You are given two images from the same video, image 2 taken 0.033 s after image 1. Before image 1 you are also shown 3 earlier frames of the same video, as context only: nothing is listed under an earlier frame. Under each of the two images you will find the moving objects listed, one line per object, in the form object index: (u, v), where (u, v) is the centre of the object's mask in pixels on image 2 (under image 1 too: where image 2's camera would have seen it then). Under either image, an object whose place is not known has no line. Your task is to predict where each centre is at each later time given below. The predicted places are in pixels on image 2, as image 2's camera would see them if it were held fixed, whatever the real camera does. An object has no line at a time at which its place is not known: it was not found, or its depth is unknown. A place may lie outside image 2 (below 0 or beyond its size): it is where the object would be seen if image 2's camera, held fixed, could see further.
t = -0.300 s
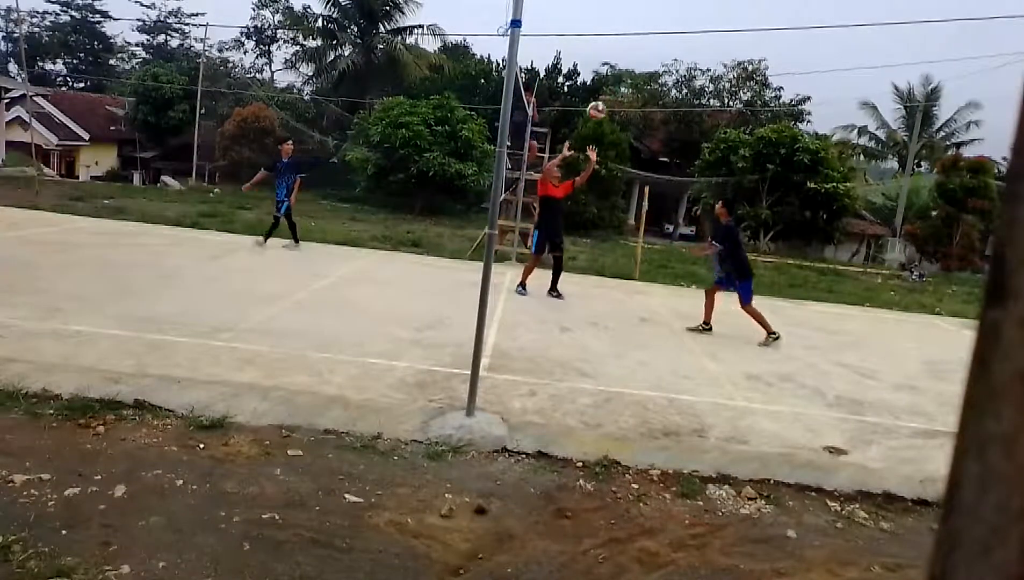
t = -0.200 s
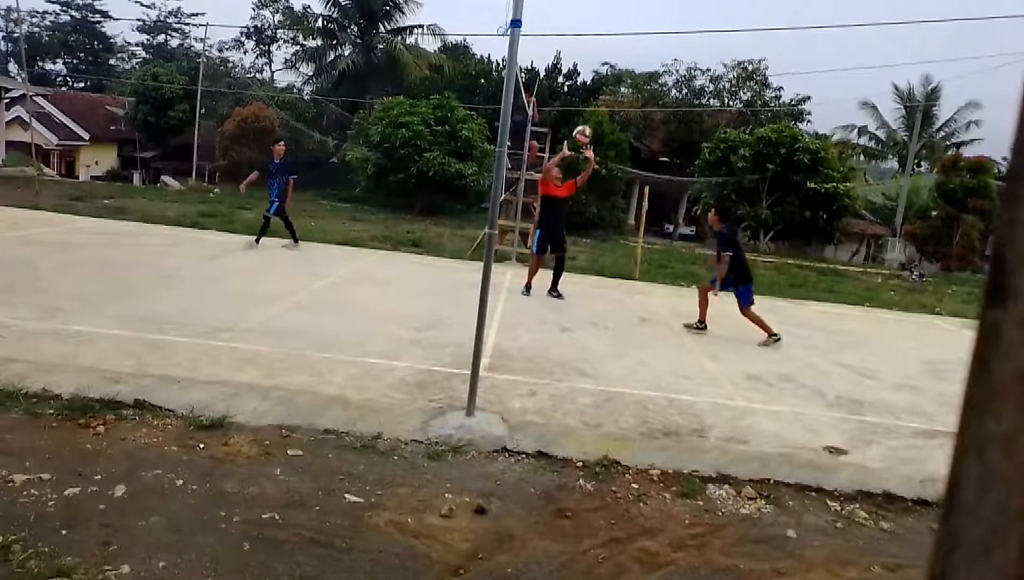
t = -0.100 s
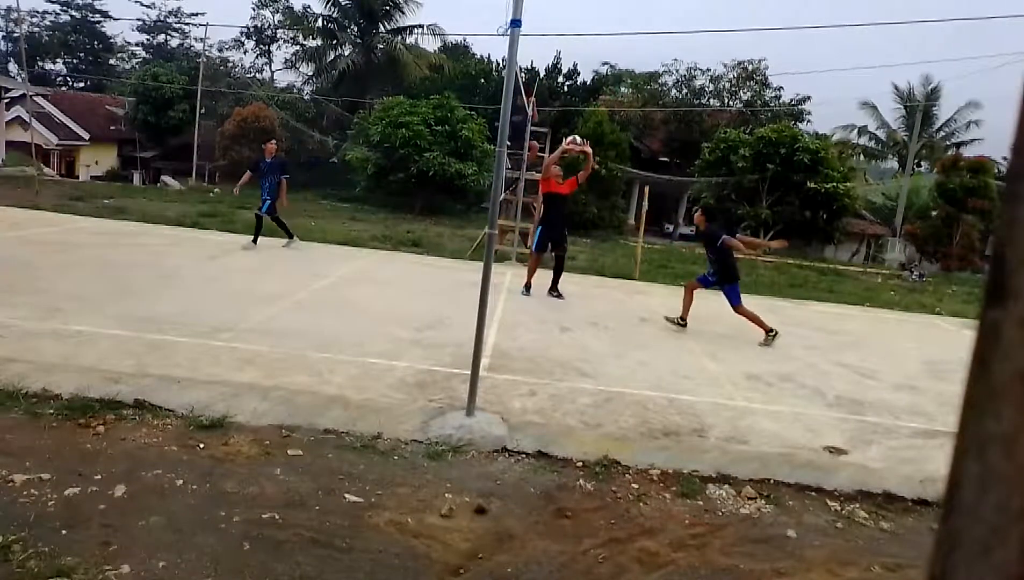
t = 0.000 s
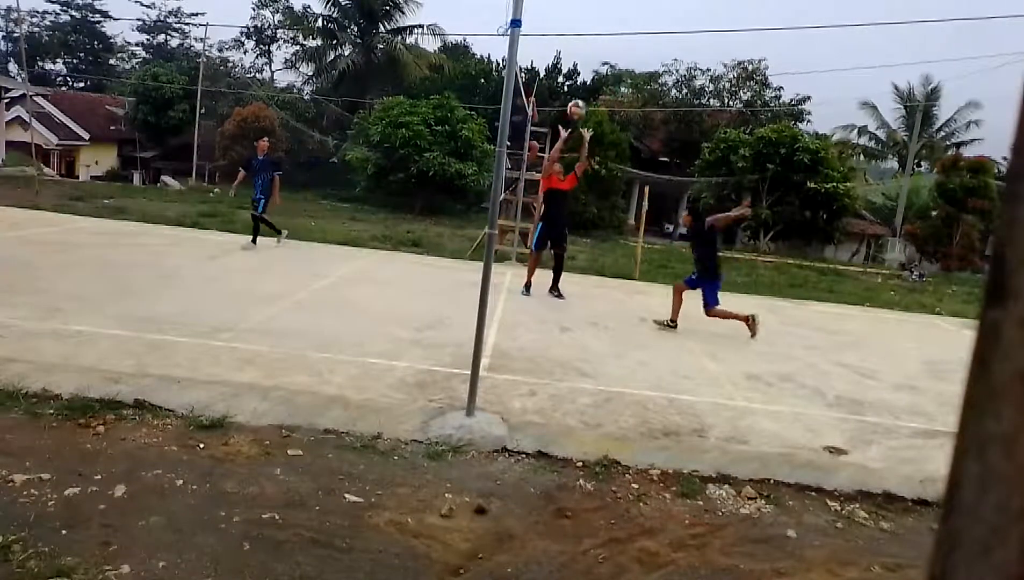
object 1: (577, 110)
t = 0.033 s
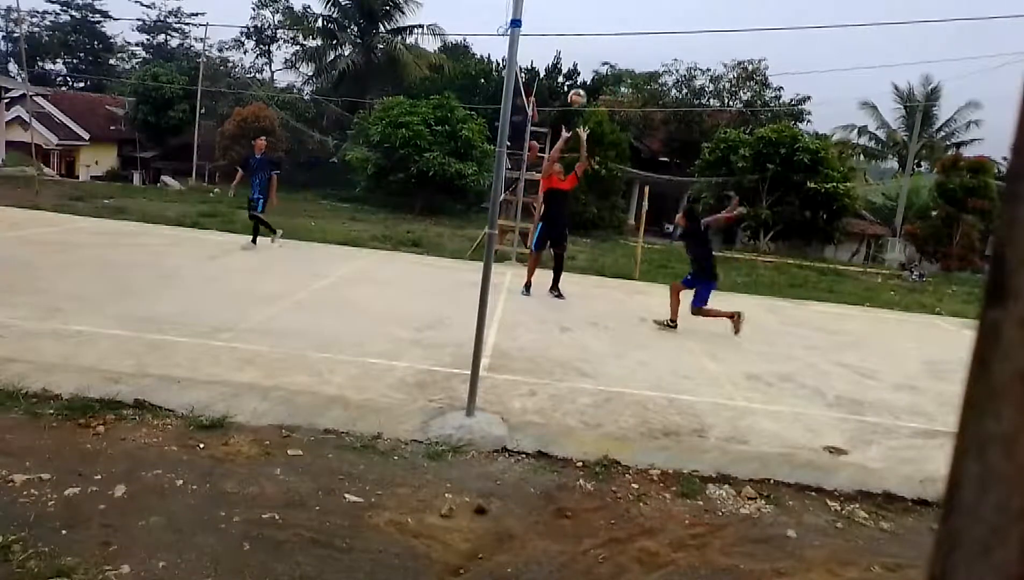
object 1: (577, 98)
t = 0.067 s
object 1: (578, 87)
